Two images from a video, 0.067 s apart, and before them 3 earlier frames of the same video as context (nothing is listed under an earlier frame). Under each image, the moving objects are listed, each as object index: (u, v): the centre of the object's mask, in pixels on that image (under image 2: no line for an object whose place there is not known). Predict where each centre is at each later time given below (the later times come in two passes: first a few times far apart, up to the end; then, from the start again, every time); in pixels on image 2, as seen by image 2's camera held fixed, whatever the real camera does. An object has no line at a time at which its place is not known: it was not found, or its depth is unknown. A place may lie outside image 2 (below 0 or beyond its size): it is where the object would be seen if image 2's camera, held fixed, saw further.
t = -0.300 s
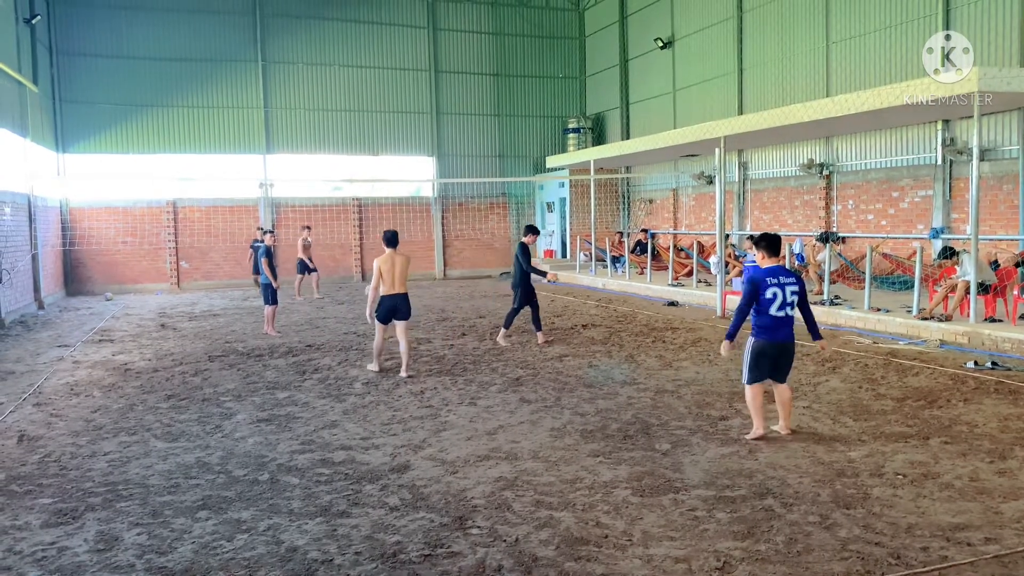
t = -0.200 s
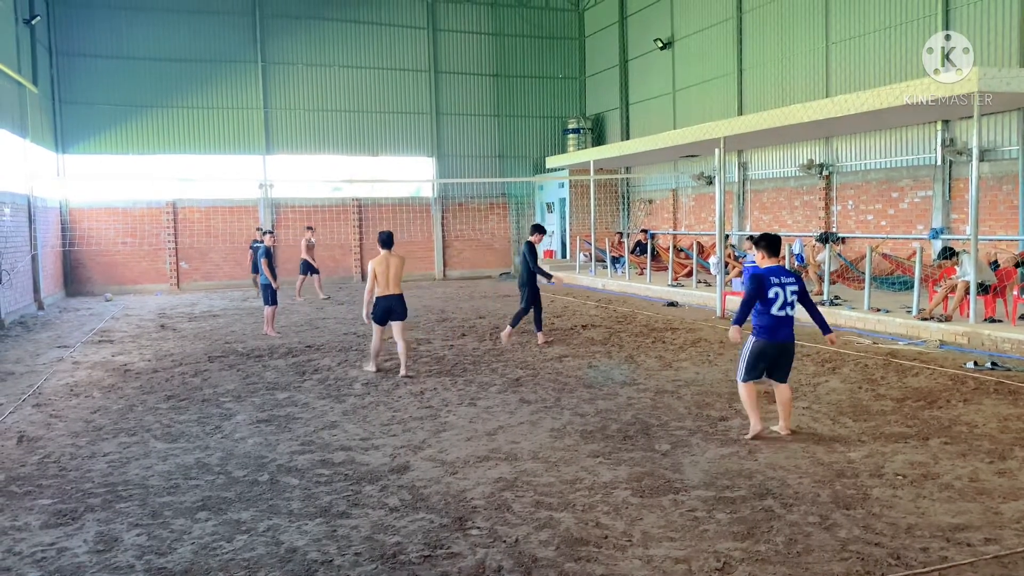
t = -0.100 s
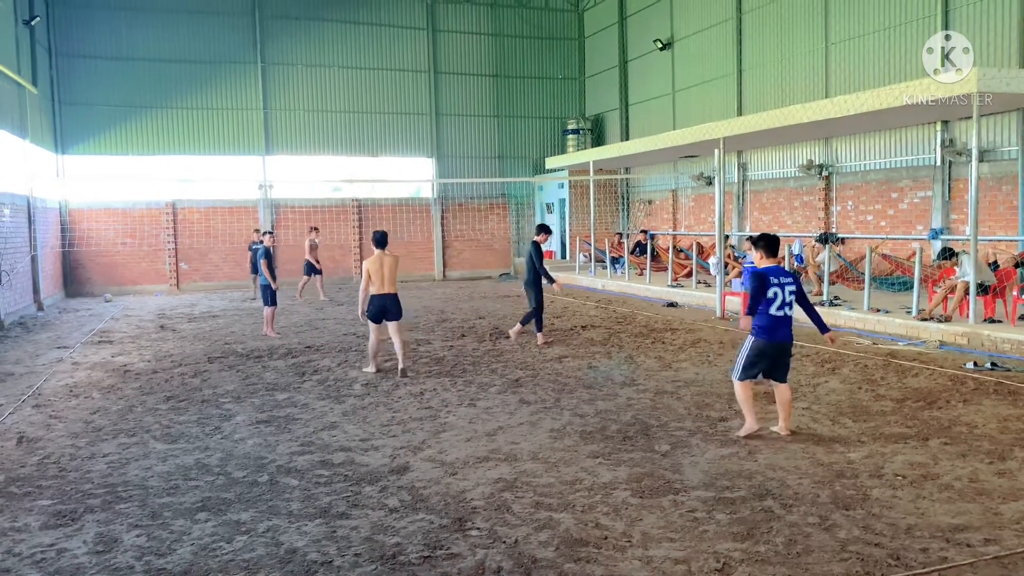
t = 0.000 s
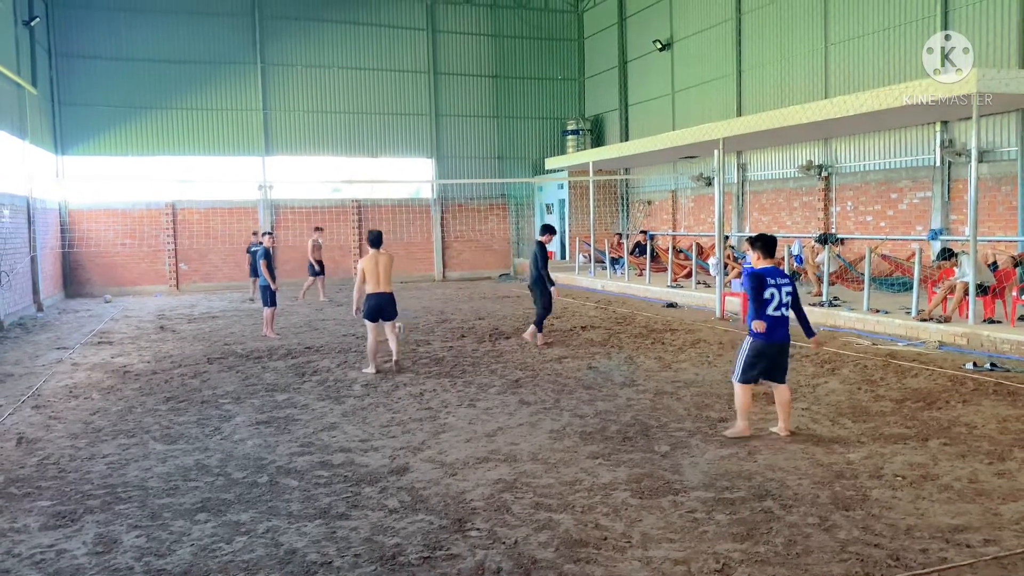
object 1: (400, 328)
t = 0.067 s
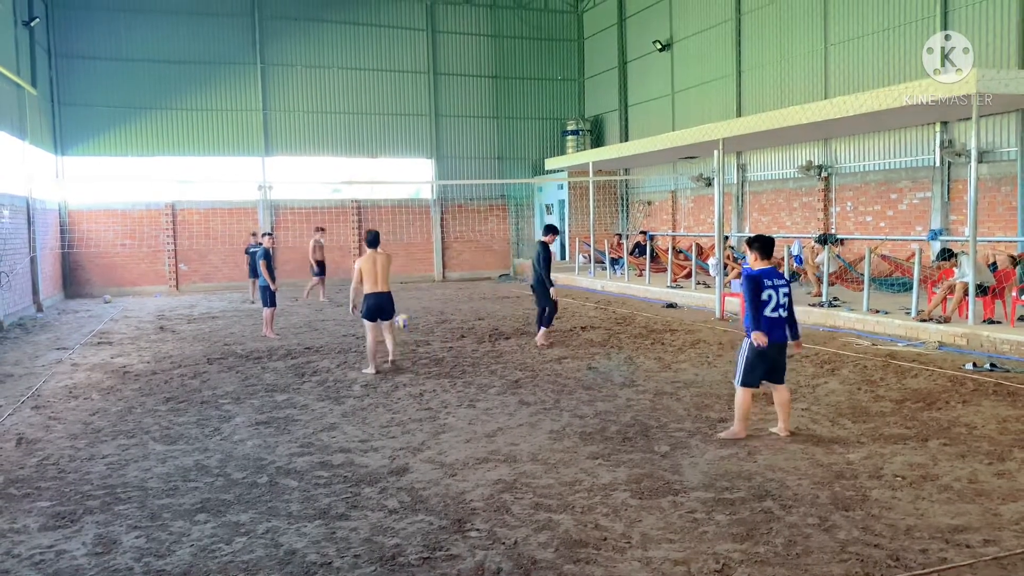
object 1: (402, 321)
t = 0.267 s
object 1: (419, 312)
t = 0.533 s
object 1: (446, 347)
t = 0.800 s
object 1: (473, 336)
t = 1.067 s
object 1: (506, 369)
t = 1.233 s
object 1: (528, 380)
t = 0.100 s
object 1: (405, 317)
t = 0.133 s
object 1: (407, 315)
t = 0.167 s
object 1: (410, 313)
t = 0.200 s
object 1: (414, 312)
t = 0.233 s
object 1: (417, 311)
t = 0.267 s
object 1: (419, 312)
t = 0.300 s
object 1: (421, 313)
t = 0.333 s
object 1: (425, 316)
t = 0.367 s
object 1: (428, 318)
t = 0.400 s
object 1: (432, 324)
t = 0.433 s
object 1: (436, 327)
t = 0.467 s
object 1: (440, 332)
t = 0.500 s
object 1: (444, 339)
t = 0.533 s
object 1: (446, 347)
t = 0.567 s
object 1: (452, 355)
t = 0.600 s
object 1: (454, 352)
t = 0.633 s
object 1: (458, 348)
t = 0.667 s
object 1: (461, 344)
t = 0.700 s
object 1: (463, 340)
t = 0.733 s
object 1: (467, 338)
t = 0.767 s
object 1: (471, 337)
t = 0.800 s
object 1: (473, 336)
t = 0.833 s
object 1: (478, 336)
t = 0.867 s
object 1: (480, 338)
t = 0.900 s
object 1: (485, 341)
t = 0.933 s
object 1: (488, 345)
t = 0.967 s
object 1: (492, 349)
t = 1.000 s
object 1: (497, 354)
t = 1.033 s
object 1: (501, 361)
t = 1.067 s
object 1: (506, 369)
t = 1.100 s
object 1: (509, 379)
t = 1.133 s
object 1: (515, 389)
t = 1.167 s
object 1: (519, 386)
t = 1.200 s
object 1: (523, 382)
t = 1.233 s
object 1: (528, 380)
